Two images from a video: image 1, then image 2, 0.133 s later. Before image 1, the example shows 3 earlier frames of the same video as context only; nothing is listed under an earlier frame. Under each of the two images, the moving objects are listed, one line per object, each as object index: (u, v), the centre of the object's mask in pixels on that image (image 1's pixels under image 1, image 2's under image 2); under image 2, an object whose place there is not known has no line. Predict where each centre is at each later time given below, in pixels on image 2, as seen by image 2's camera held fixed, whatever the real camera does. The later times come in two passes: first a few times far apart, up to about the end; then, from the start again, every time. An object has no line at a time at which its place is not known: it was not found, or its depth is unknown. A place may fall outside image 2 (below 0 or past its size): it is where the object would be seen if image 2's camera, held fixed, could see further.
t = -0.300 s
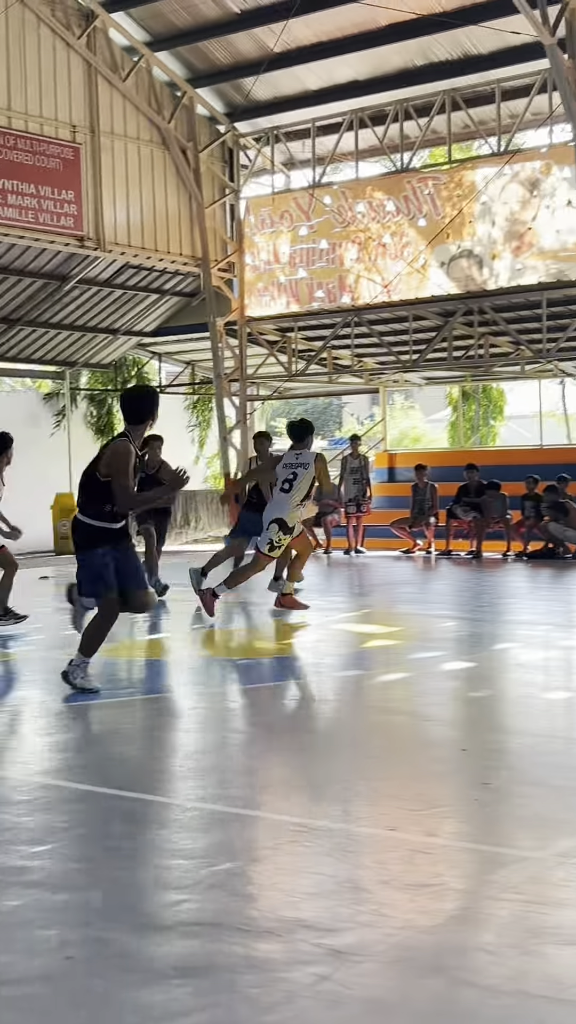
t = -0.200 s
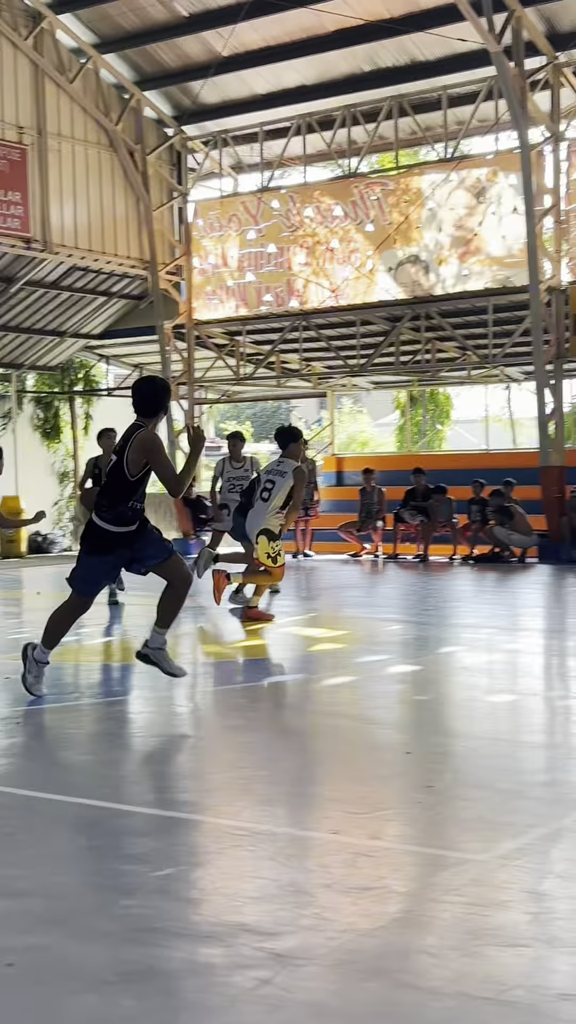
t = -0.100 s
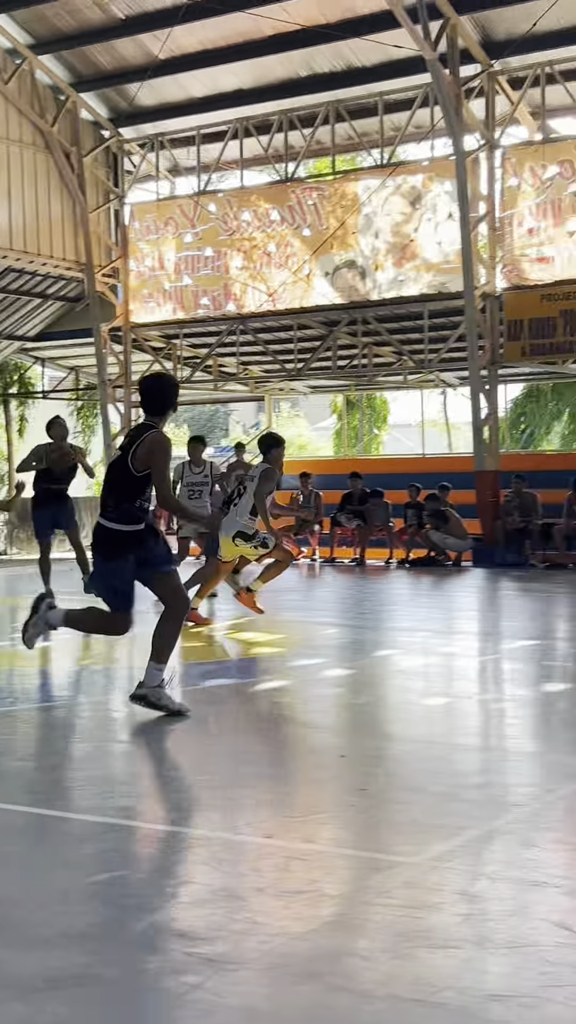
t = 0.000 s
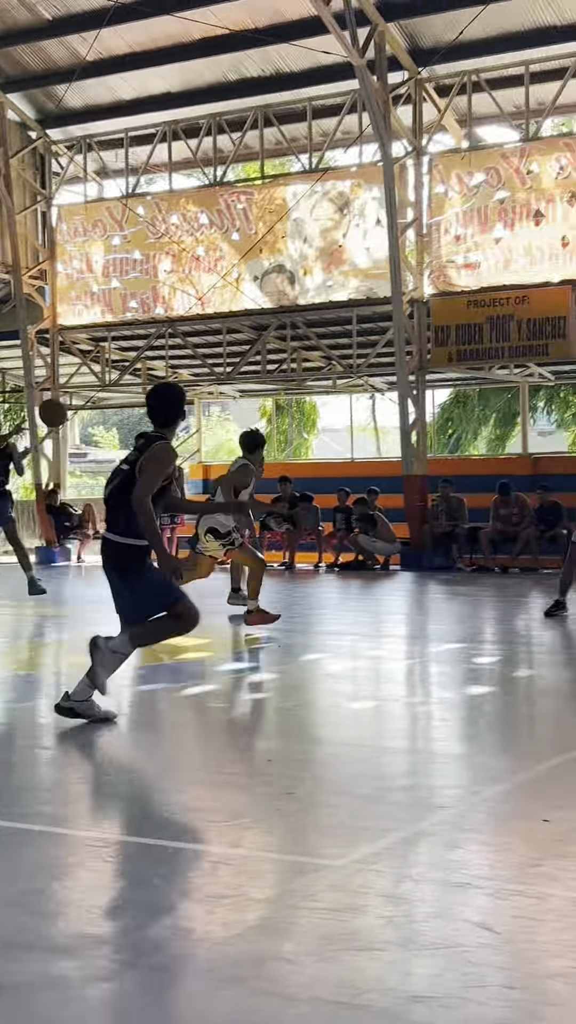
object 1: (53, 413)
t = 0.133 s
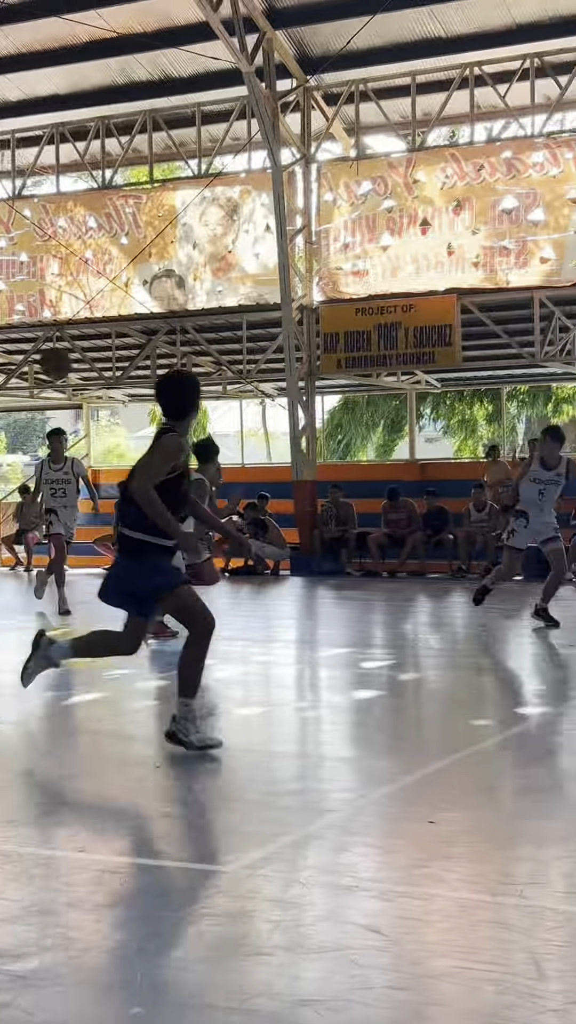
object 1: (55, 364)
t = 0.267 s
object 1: (195, 321)
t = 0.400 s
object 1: (370, 293)
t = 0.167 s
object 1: (88, 352)
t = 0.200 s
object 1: (122, 342)
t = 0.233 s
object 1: (158, 331)
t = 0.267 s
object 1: (195, 321)
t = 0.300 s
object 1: (236, 312)
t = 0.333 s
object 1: (277, 305)
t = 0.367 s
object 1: (321, 298)
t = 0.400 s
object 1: (370, 293)
